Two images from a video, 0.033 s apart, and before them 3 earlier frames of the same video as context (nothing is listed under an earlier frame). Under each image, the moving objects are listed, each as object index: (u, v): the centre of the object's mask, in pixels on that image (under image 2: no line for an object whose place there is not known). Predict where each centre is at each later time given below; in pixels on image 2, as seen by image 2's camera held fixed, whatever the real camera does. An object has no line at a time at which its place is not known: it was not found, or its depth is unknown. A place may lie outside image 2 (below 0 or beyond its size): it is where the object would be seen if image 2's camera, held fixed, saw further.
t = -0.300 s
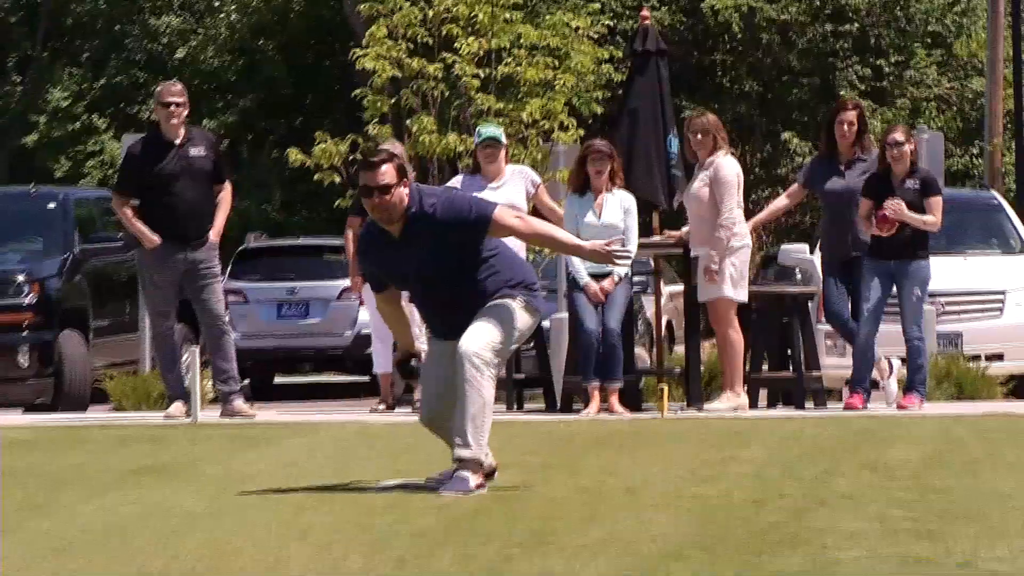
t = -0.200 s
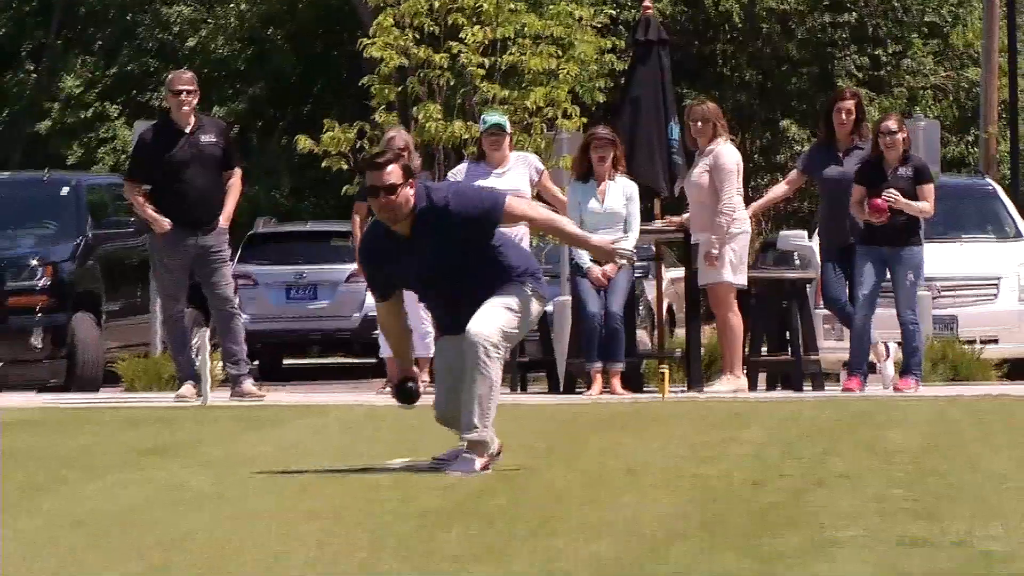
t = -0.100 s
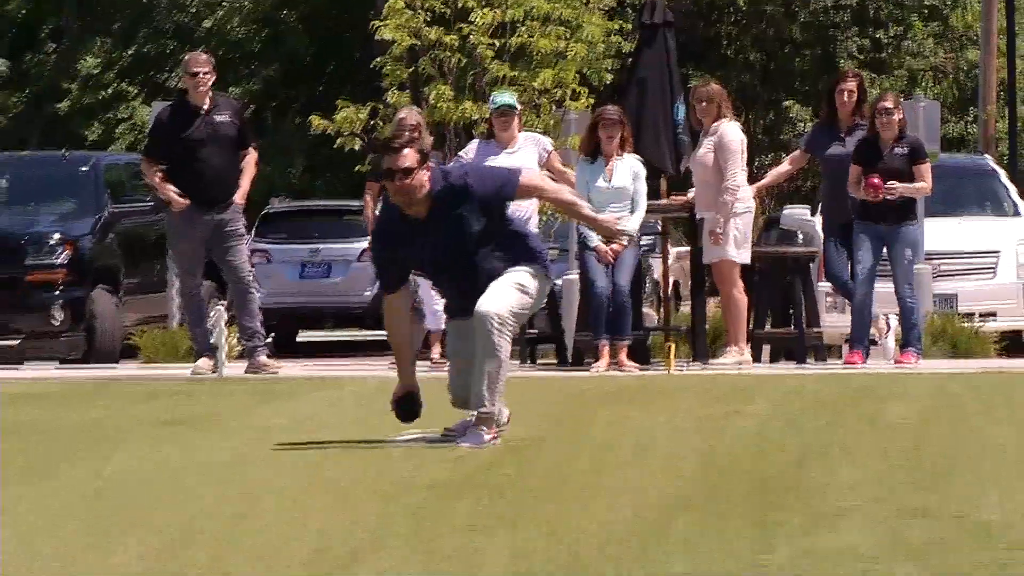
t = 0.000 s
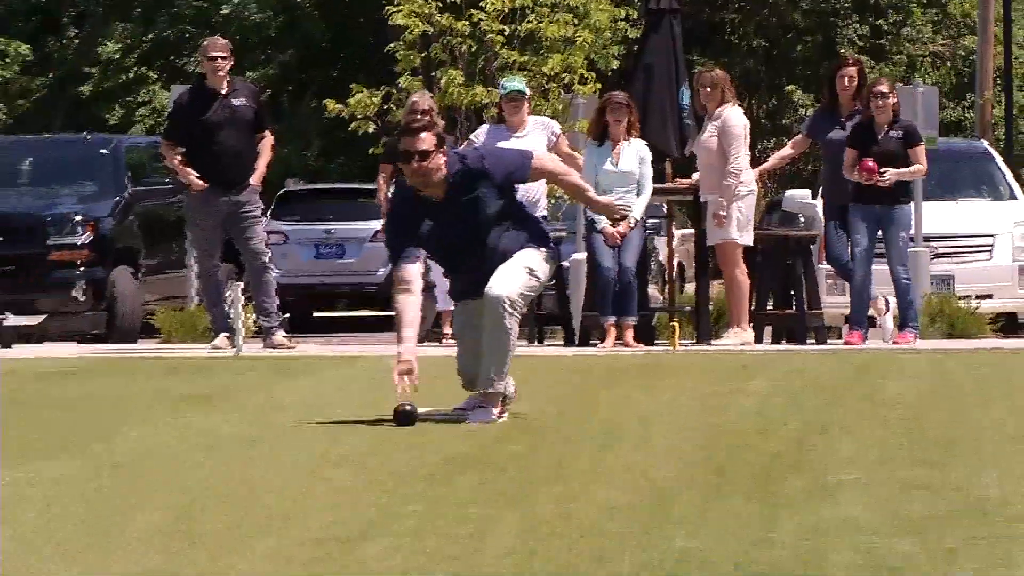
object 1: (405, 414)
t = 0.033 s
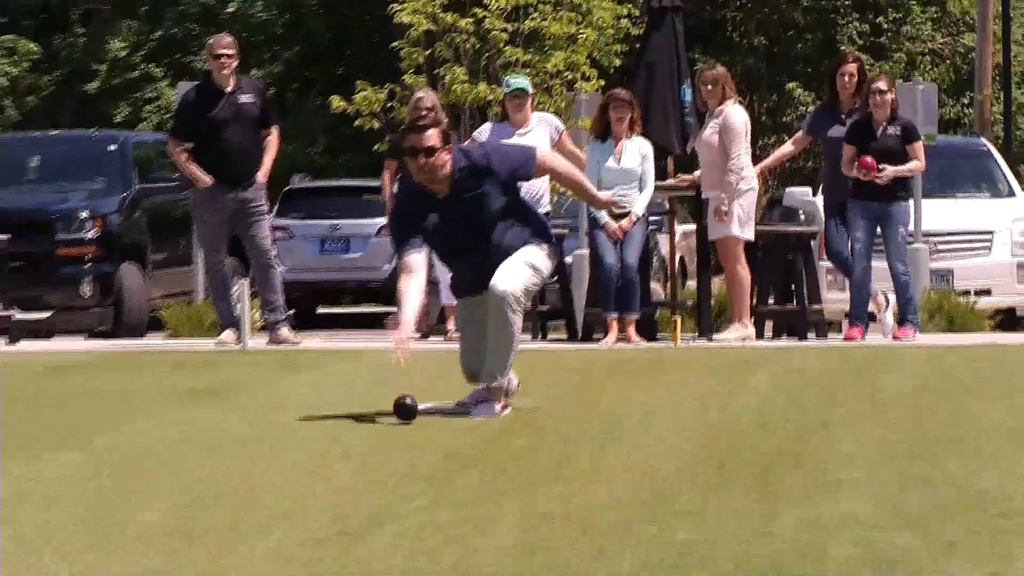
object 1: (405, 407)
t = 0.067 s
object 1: (402, 406)
